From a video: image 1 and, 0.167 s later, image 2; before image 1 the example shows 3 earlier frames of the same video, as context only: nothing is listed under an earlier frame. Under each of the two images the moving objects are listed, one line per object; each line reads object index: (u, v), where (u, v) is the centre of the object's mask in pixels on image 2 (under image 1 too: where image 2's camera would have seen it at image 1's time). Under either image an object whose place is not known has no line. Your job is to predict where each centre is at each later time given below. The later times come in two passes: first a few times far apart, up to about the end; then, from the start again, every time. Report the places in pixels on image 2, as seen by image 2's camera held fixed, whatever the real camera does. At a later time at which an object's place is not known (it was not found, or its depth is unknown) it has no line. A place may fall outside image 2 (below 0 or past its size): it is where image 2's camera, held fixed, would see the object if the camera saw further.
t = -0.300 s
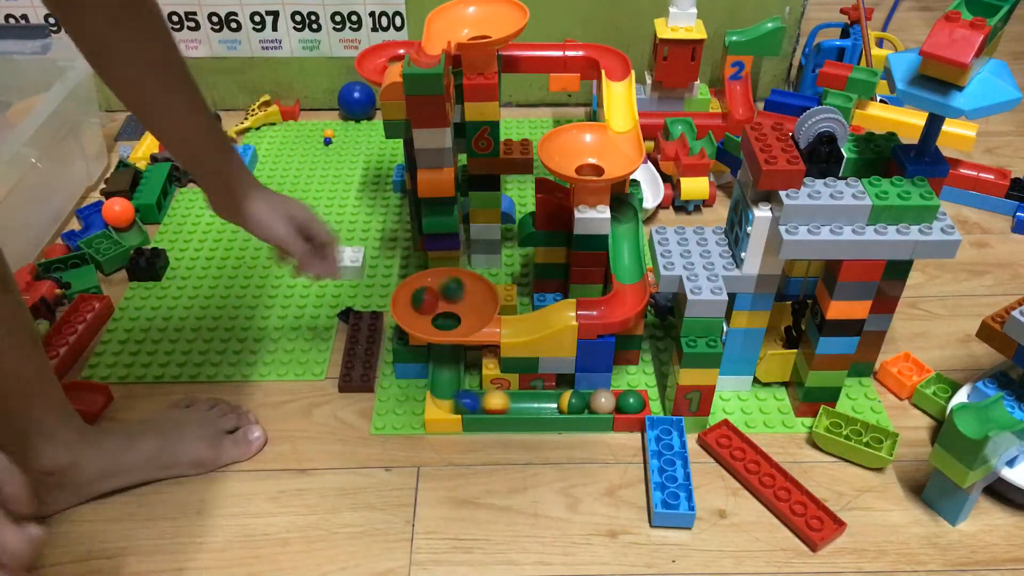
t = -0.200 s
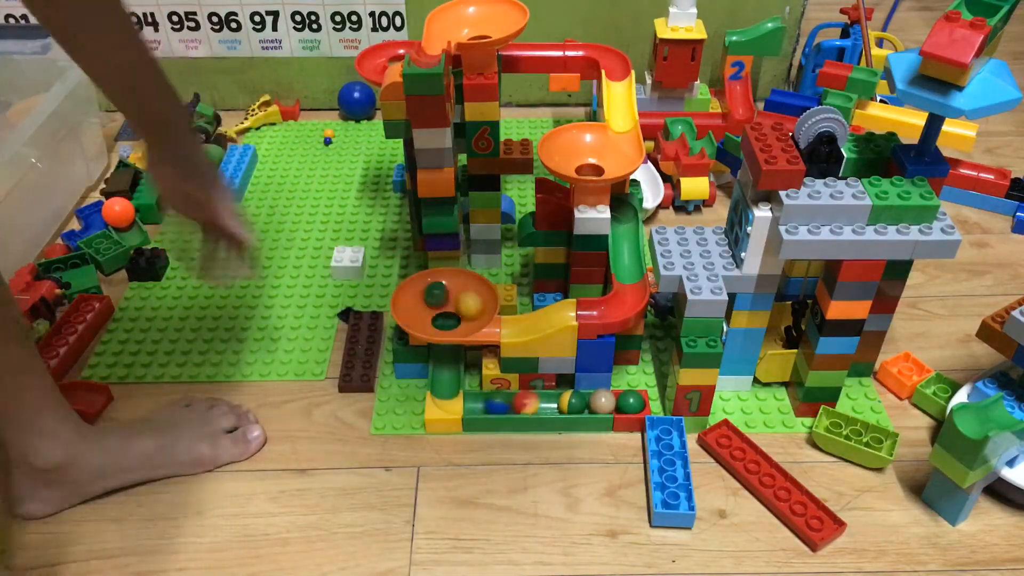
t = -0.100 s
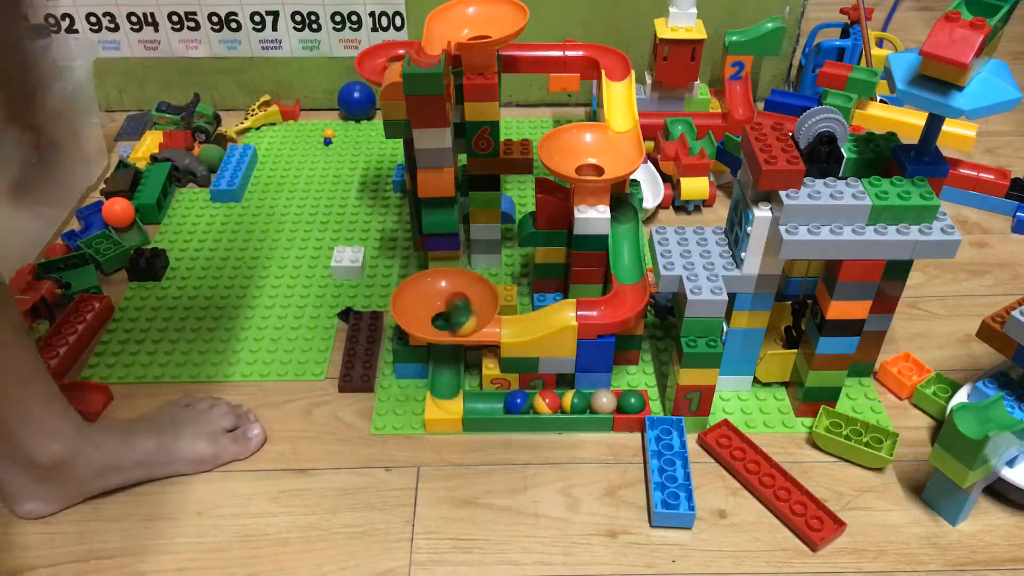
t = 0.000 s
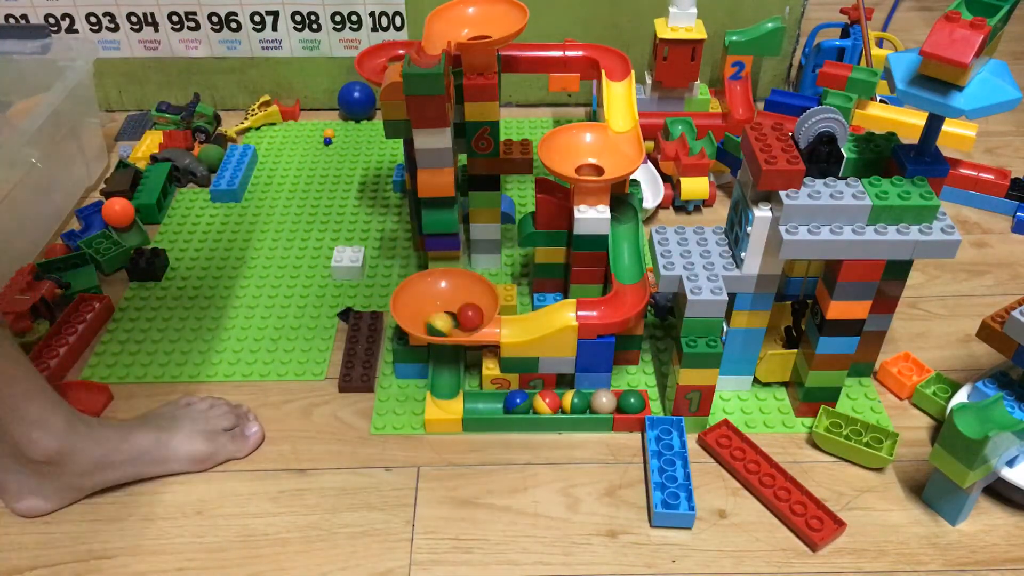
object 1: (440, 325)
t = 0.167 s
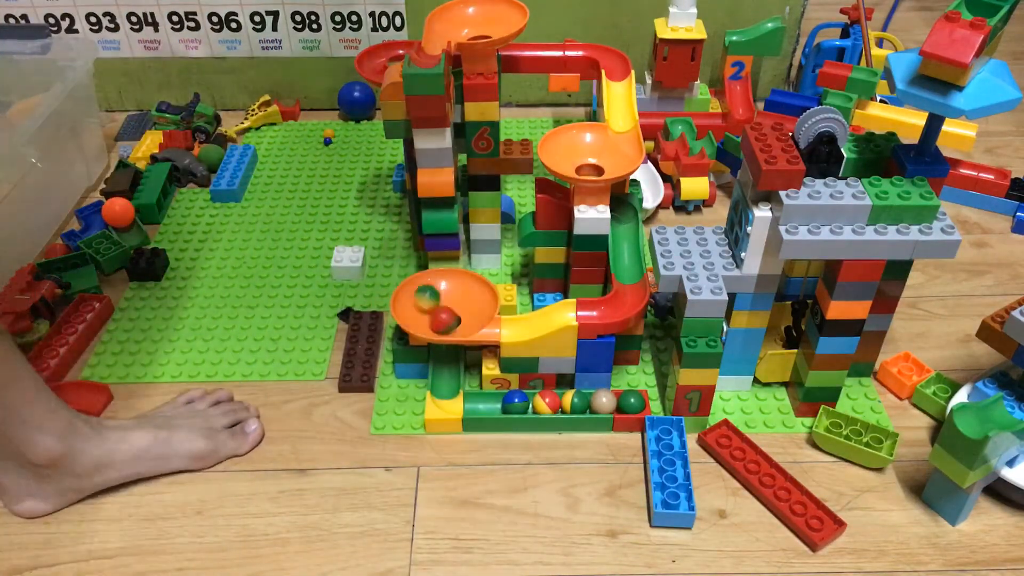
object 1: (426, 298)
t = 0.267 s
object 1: (448, 290)
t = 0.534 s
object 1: (453, 325)
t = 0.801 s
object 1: (432, 297)
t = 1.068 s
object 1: (464, 319)
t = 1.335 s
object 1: (426, 308)
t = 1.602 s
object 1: (466, 307)
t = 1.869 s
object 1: (431, 319)
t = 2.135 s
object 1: (455, 299)
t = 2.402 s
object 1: (446, 324)
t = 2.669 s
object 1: (437, 298)
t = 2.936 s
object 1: (464, 319)
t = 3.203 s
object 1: (424, 309)
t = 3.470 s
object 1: (466, 305)
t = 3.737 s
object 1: (434, 322)
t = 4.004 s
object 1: (444, 299)
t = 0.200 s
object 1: (432, 293)
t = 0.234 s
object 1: (440, 289)
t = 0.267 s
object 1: (448, 290)
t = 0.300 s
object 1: (455, 293)
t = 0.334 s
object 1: (462, 297)
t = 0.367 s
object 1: (467, 303)
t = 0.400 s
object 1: (469, 309)
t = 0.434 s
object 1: (469, 315)
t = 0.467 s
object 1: (466, 321)
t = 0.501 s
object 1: (460, 323)
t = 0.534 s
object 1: (453, 325)
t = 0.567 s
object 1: (445, 326)
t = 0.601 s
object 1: (439, 326)
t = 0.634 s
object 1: (431, 324)
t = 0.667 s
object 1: (427, 321)
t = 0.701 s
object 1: (424, 316)
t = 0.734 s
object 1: (424, 310)
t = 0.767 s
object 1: (427, 303)
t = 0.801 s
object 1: (432, 297)
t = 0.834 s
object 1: (439, 293)
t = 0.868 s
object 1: (446, 291)
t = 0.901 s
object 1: (453, 291)
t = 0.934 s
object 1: (460, 294)
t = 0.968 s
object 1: (465, 300)
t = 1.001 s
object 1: (468, 307)
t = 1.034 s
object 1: (467, 313)
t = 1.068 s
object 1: (464, 319)
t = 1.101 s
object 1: (459, 323)
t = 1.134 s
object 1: (453, 325)
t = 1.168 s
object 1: (446, 325)
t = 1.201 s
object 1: (439, 326)
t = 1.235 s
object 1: (433, 324)
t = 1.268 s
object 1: (429, 321)
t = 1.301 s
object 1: (426, 315)
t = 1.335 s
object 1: (426, 308)
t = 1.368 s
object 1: (428, 302)
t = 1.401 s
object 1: (432, 298)
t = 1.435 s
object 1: (438, 293)
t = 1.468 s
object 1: (445, 292)
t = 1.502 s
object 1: (452, 294)
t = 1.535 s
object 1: (458, 298)
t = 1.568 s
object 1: (463, 302)
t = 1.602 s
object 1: (466, 307)
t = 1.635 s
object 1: (467, 313)
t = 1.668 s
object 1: (465, 319)
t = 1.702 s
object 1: (461, 323)
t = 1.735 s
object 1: (456, 325)
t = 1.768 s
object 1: (448, 325)
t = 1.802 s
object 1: (443, 325)
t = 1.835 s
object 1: (436, 323)
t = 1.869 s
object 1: (431, 319)
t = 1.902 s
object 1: (427, 314)
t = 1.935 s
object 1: (426, 309)
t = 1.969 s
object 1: (428, 303)
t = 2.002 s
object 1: (430, 302)
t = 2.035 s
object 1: (436, 300)
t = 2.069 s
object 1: (443, 299)
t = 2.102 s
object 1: (449, 296)
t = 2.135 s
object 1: (455, 299)
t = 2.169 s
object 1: (461, 303)
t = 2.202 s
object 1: (465, 308)
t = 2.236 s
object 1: (467, 313)
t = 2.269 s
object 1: (467, 317)
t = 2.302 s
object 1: (464, 320)
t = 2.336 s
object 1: (459, 323)
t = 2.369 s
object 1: (451, 324)
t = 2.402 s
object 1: (446, 324)
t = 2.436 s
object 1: (440, 323)
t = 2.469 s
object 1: (433, 320)
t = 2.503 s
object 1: (428, 316)
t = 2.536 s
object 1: (426, 311)
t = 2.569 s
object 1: (425, 306)
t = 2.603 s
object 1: (427, 303)
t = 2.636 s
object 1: (431, 300)
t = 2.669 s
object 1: (437, 298)
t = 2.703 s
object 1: (445, 299)
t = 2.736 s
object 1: (452, 300)
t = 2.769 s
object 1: (457, 302)
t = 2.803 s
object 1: (463, 305)
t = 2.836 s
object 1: (467, 308)
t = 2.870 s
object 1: (469, 312)
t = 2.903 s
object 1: (468, 316)
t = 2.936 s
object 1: (464, 319)
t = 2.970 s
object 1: (458, 321)
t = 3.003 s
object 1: (451, 322)
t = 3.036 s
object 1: (445, 322)
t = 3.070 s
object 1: (437, 321)
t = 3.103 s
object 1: (430, 318)
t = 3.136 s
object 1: (426, 315)
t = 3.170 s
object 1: (424, 312)
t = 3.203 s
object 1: (424, 309)
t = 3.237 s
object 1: (426, 306)
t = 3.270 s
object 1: (430, 304)
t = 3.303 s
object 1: (437, 303)
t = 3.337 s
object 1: (444, 301)
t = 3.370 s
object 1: (451, 301)
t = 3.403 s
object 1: (458, 302)
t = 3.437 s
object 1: (462, 303)
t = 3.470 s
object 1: (466, 305)
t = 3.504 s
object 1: (468, 308)
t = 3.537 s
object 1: (467, 312)
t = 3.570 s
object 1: (464, 315)
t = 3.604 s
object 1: (458, 318)
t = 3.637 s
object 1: (452, 321)
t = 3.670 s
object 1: (446, 322)
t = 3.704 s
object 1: (440, 323)
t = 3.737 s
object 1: (434, 322)
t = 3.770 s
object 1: (430, 320)
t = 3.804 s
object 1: (428, 317)
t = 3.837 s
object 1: (427, 314)
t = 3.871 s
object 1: (429, 311)
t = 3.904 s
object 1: (431, 307)
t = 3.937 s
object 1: (435, 304)
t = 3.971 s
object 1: (439, 301)
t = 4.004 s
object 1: (444, 299)
